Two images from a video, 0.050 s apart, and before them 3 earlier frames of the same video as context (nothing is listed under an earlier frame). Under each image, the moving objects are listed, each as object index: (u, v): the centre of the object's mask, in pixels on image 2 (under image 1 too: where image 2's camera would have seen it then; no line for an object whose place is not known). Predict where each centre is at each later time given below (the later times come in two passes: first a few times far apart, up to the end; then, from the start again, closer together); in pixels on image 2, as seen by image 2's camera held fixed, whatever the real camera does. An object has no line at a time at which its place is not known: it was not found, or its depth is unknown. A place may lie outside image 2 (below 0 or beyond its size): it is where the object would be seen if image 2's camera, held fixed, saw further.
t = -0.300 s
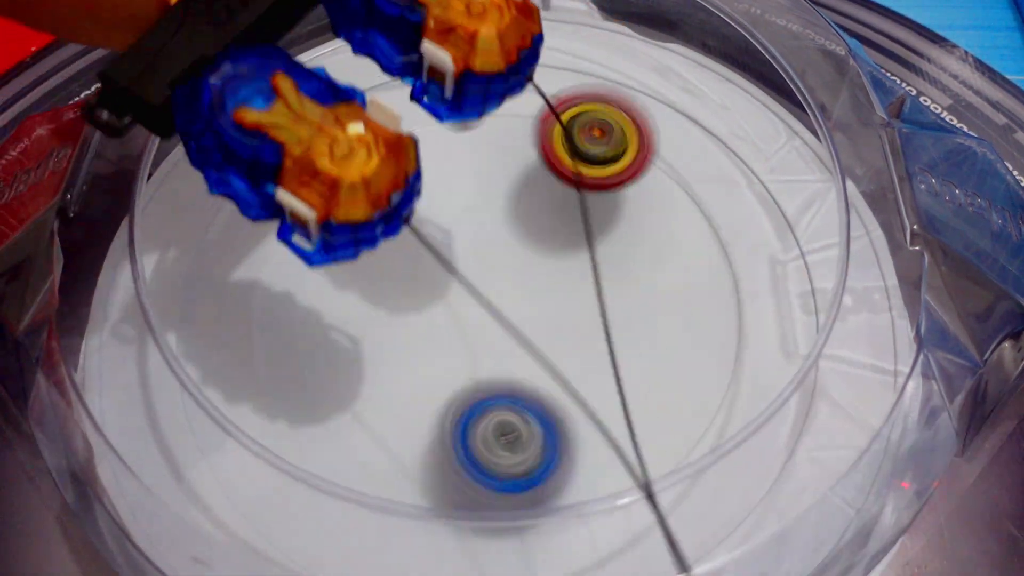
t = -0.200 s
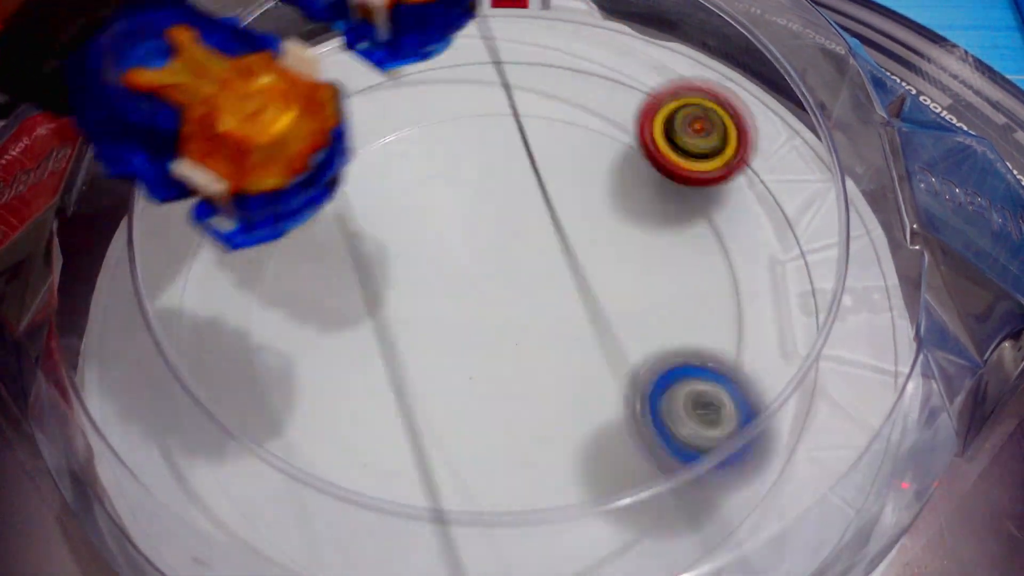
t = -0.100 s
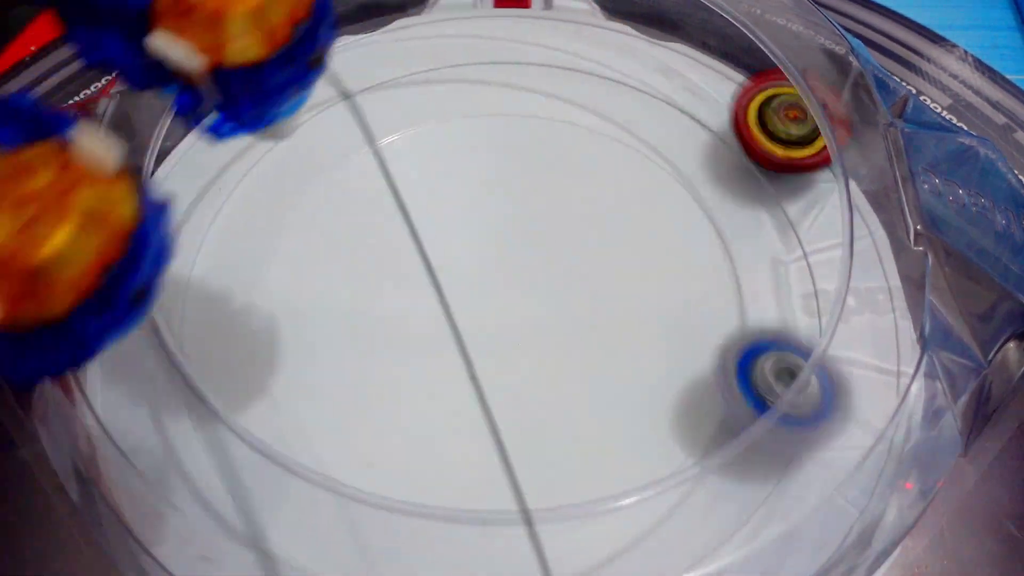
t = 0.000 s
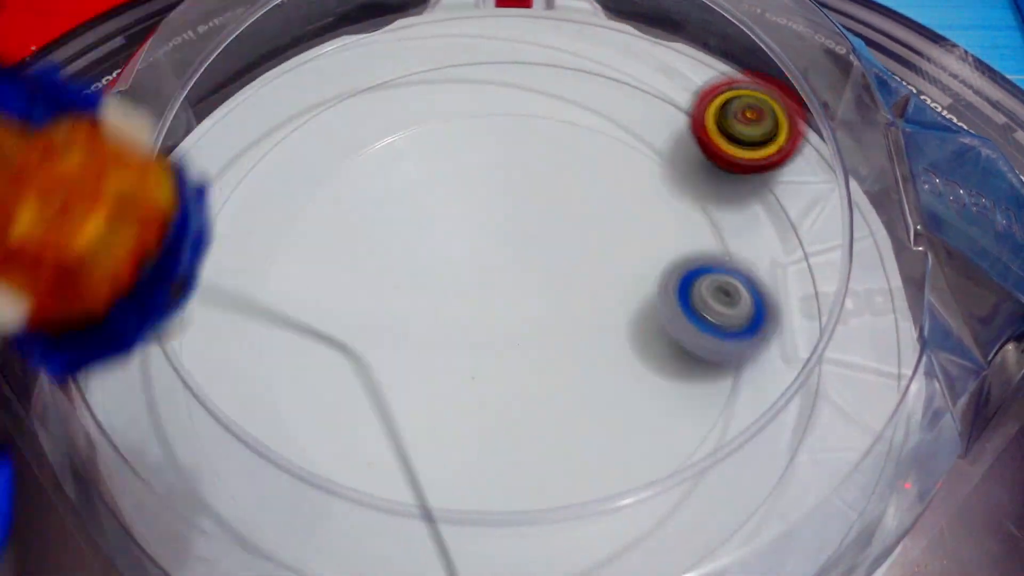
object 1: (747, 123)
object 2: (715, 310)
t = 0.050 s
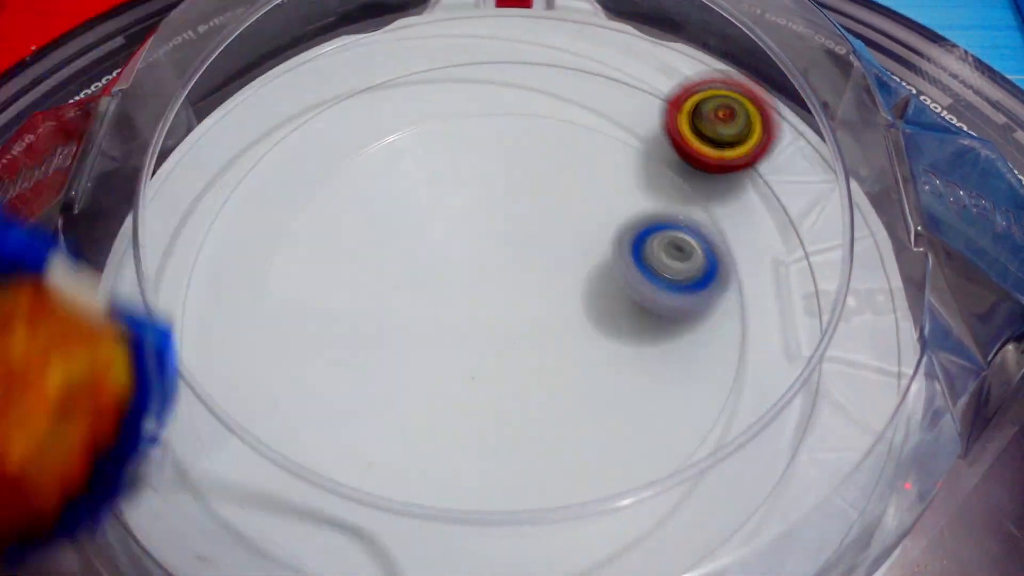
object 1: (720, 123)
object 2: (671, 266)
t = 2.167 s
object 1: (538, 557)
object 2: (318, 334)
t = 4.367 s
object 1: (260, 408)
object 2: (535, 407)
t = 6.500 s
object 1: (502, 201)
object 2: (361, 527)
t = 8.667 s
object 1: (367, 535)
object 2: (849, 202)
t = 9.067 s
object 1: (333, 514)
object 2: (767, 244)
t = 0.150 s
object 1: (671, 118)
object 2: (559, 217)
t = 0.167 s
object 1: (664, 116)
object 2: (540, 211)
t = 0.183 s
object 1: (657, 114)
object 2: (520, 206)
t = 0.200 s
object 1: (650, 110)
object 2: (502, 202)
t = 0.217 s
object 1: (643, 107)
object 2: (484, 196)
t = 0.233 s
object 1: (638, 104)
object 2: (466, 194)
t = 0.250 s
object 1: (633, 99)
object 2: (448, 193)
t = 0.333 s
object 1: (610, 75)
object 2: (376, 199)
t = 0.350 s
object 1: (606, 69)
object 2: (366, 201)
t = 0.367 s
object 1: (602, 64)
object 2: (358, 205)
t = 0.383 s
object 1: (598, 57)
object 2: (351, 210)
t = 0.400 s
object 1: (595, 52)
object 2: (346, 216)
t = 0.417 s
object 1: (591, 46)
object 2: (343, 221)
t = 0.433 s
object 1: (584, 45)
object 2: (341, 230)
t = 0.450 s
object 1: (579, 42)
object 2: (342, 236)
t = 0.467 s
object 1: (571, 44)
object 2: (343, 244)
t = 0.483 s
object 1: (563, 45)
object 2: (347, 250)
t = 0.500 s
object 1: (554, 47)
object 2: (352, 258)
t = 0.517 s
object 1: (546, 50)
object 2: (360, 265)
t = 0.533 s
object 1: (539, 50)
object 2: (368, 272)
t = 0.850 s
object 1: (407, 140)
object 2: (632, 352)
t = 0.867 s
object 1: (401, 156)
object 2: (638, 355)
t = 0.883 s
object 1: (393, 173)
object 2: (642, 359)
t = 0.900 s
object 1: (388, 192)
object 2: (644, 362)
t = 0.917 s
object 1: (382, 211)
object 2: (645, 366)
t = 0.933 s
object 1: (377, 235)
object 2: (646, 370)
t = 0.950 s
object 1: (374, 258)
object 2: (644, 375)
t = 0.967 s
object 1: (372, 282)
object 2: (641, 378)
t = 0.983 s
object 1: (373, 308)
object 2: (635, 382)
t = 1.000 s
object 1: (375, 333)
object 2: (628, 385)
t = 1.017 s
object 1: (381, 359)
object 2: (621, 388)
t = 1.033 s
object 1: (389, 383)
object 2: (614, 391)
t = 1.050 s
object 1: (399, 408)
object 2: (605, 394)
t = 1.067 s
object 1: (411, 432)
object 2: (594, 396)
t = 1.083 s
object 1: (428, 448)
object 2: (584, 395)
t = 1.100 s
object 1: (444, 476)
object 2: (570, 400)
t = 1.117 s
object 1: (462, 495)
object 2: (560, 400)
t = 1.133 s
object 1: (483, 509)
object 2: (550, 399)
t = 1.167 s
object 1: (528, 524)
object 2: (518, 400)
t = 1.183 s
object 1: (549, 532)
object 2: (506, 400)
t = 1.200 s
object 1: (580, 547)
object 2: (491, 399)
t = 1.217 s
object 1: (603, 546)
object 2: (477, 397)
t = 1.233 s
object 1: (629, 545)
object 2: (464, 393)
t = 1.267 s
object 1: (674, 540)
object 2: (438, 382)
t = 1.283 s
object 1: (698, 539)
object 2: (424, 374)
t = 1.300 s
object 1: (724, 537)
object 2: (414, 364)
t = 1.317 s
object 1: (748, 535)
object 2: (406, 355)
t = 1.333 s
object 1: (764, 528)
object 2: (397, 344)
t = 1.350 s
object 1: (781, 516)
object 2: (393, 330)
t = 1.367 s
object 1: (794, 501)
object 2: (391, 318)
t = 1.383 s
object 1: (806, 479)
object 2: (390, 306)
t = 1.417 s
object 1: (833, 437)
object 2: (396, 278)
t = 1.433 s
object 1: (845, 417)
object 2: (400, 266)
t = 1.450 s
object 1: (854, 395)
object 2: (407, 254)
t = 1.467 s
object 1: (854, 369)
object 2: (416, 242)
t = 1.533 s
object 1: (877, 284)
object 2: (461, 206)
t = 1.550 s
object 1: (880, 265)
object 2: (474, 198)
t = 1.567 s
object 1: (878, 248)
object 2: (489, 193)
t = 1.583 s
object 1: (874, 226)
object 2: (504, 189)
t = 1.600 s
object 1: (865, 210)
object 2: (519, 186)
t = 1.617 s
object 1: (862, 193)
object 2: (535, 184)
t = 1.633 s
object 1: (856, 188)
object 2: (550, 184)
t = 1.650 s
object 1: (841, 195)
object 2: (567, 184)
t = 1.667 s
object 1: (824, 201)
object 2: (582, 185)
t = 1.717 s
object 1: (759, 230)
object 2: (626, 200)
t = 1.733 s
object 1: (740, 240)
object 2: (636, 204)
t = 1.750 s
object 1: (753, 259)
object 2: (626, 207)
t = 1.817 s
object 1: (828, 376)
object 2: (541, 212)
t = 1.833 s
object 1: (840, 396)
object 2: (522, 212)
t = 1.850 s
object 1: (856, 419)
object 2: (500, 217)
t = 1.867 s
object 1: (848, 436)
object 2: (479, 221)
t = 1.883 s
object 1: (829, 454)
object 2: (457, 227)
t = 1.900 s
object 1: (811, 476)
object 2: (438, 232)
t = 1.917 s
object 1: (794, 495)
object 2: (420, 237)
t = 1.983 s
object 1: (733, 536)
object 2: (358, 264)
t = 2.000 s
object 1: (721, 541)
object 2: (346, 270)
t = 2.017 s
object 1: (698, 544)
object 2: (334, 278)
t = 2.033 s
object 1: (676, 546)
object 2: (326, 286)
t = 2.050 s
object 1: (659, 546)
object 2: (319, 294)
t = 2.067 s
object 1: (638, 548)
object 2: (314, 300)
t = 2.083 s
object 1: (619, 549)
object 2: (310, 308)
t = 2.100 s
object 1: (601, 551)
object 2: (309, 313)
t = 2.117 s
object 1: (585, 553)
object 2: (308, 319)
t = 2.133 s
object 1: (568, 555)
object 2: (311, 324)
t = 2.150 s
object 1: (551, 556)
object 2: (313, 328)
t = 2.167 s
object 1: (538, 557)
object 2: (318, 334)
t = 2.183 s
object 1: (523, 560)
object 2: (324, 339)
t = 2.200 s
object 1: (508, 563)
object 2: (332, 341)
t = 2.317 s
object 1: (434, 558)
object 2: (414, 339)
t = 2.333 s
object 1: (425, 557)
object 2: (429, 336)
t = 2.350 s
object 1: (417, 556)
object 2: (443, 331)
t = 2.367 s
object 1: (410, 557)
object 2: (457, 324)
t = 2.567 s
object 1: (331, 552)
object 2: (589, 268)
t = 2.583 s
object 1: (325, 551)
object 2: (597, 267)
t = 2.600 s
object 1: (321, 551)
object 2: (601, 271)
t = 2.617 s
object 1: (320, 550)
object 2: (606, 273)
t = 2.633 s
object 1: (317, 548)
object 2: (609, 277)
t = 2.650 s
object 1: (315, 547)
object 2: (612, 283)
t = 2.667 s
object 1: (312, 545)
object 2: (615, 287)
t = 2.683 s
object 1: (310, 543)
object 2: (616, 295)
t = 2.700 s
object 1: (310, 543)
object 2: (615, 303)
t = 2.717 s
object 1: (307, 541)
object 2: (612, 312)
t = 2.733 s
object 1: (304, 539)
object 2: (610, 321)
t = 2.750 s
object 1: (304, 538)
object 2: (602, 335)
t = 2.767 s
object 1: (302, 536)
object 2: (597, 345)
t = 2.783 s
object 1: (301, 536)
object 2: (593, 352)
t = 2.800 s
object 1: (300, 532)
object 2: (581, 363)
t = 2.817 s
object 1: (300, 530)
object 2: (570, 374)
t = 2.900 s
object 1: (322, 516)
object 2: (490, 401)
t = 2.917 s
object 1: (330, 512)
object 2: (474, 402)
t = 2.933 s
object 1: (337, 507)
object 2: (456, 398)
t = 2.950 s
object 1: (343, 501)
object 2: (438, 394)
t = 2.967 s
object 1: (348, 493)
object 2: (425, 385)
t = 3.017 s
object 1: (365, 470)
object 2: (380, 354)
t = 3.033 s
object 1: (373, 464)
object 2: (371, 344)
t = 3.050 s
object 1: (386, 447)
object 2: (361, 334)
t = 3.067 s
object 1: (394, 442)
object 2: (355, 321)
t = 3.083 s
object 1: (403, 436)
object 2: (350, 308)
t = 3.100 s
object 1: (416, 427)
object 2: (347, 294)
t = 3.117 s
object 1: (431, 416)
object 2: (345, 278)
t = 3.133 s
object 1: (445, 405)
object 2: (346, 263)
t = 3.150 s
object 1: (461, 394)
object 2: (349, 248)
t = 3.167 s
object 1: (476, 383)
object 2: (353, 234)
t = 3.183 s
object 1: (493, 369)
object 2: (358, 223)
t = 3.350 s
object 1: (602, 197)
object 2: (485, 121)
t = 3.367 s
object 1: (603, 181)
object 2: (501, 118)
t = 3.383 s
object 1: (612, 170)
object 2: (512, 113)
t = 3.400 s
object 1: (634, 167)
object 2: (513, 101)
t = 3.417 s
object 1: (655, 164)
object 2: (515, 91)
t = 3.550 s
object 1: (772, 155)
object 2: (533, 42)
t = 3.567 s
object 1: (777, 153)
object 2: (536, 41)
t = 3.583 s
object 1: (781, 155)
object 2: (539, 42)
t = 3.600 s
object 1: (784, 157)
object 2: (541, 47)
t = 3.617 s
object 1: (792, 155)
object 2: (544, 51)
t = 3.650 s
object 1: (791, 155)
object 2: (552, 58)
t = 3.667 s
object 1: (806, 154)
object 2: (555, 62)
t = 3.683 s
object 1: (808, 153)
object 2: (558, 65)
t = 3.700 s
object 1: (792, 157)
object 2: (561, 68)
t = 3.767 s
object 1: (775, 165)
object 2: (570, 78)
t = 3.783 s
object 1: (767, 170)
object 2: (572, 81)
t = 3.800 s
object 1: (760, 169)
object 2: (574, 82)
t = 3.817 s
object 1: (752, 172)
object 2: (575, 85)
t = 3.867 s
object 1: (727, 179)
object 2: (578, 90)
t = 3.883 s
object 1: (718, 179)
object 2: (579, 91)
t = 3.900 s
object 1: (708, 183)
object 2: (580, 92)
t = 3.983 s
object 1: (638, 205)
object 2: (586, 100)
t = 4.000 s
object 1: (618, 209)
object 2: (588, 102)
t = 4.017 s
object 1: (598, 214)
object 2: (590, 106)
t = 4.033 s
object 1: (577, 217)
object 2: (591, 114)
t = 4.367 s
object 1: (260, 408)
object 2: (535, 407)
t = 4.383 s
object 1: (258, 424)
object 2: (517, 418)
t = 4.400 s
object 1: (257, 441)
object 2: (497, 425)
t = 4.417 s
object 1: (255, 461)
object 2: (477, 431)
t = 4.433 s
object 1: (254, 482)
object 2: (456, 435)
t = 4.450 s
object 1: (254, 502)
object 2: (436, 437)
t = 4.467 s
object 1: (263, 512)
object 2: (417, 436)
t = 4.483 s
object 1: (273, 520)
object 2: (398, 434)
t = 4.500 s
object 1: (283, 530)
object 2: (380, 429)
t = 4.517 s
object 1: (295, 535)
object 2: (363, 423)
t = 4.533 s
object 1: (308, 543)
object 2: (346, 416)
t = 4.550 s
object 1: (320, 549)
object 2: (331, 408)
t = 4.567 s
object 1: (331, 554)
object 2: (316, 398)
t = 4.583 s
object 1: (352, 553)
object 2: (303, 388)
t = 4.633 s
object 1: (418, 549)
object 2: (271, 350)
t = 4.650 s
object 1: (441, 549)
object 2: (264, 336)
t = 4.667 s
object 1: (464, 541)
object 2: (259, 321)
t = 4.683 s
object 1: (486, 537)
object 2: (255, 307)
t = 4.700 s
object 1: (507, 533)
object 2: (255, 290)
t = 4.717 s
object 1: (527, 529)
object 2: (260, 275)
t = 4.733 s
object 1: (546, 524)
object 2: (266, 258)
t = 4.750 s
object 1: (566, 520)
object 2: (273, 242)
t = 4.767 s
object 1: (587, 517)
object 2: (280, 226)
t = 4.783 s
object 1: (602, 498)
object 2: (288, 213)
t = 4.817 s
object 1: (638, 471)
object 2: (308, 185)
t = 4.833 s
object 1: (655, 455)
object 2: (319, 173)
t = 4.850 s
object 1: (661, 428)
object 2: (332, 162)
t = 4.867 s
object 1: (676, 415)
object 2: (345, 151)
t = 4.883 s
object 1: (689, 398)
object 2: (360, 142)
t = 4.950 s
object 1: (720, 312)
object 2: (427, 118)
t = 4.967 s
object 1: (723, 288)
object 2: (446, 115)
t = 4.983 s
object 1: (722, 265)
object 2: (464, 115)
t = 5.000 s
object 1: (721, 241)
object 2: (483, 116)
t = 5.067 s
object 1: (692, 156)
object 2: (557, 136)
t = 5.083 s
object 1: (681, 137)
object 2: (572, 145)
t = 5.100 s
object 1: (689, 120)
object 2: (573, 156)
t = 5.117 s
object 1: (697, 105)
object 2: (570, 168)
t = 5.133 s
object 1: (704, 92)
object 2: (568, 181)
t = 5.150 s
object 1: (705, 74)
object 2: (566, 196)
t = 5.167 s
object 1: (704, 61)
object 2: (563, 211)
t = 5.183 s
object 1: (700, 52)
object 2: (561, 228)
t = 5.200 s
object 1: (696, 47)
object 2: (559, 245)
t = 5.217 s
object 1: (692, 44)
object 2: (556, 264)
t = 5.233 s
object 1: (685, 46)
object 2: (555, 282)
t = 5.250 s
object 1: (677, 45)
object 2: (552, 300)
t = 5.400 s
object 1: (586, 56)
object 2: (470, 415)
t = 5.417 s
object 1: (574, 59)
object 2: (457, 420)
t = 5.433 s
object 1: (564, 62)
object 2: (443, 425)
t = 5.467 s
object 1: (542, 70)
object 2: (415, 428)
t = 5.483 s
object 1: (530, 74)
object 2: (401, 428)
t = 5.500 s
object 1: (520, 79)
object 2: (387, 426)
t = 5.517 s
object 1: (508, 84)
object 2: (373, 422)
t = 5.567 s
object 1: (470, 112)
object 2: (338, 405)
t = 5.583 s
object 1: (456, 122)
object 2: (327, 398)
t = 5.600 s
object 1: (441, 135)
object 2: (317, 389)
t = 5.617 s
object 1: (426, 149)
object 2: (308, 380)
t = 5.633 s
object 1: (410, 165)
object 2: (300, 369)
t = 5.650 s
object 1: (396, 182)
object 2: (294, 358)
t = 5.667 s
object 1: (382, 201)
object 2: (289, 346)
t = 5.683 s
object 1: (368, 219)
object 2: (286, 332)
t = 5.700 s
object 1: (365, 232)
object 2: (276, 332)
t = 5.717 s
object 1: (369, 229)
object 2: (263, 329)
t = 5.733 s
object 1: (376, 231)
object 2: (248, 329)
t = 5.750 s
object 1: (384, 236)
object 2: (241, 333)
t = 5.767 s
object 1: (392, 239)
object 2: (233, 337)
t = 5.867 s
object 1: (469, 282)
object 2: (187, 366)
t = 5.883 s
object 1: (486, 289)
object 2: (179, 373)
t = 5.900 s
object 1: (503, 294)
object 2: (180, 376)
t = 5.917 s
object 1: (520, 297)
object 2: (183, 379)
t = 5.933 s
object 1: (537, 301)
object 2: (193, 376)
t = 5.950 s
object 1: (554, 303)
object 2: (197, 378)
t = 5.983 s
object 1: (586, 304)
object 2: (209, 379)
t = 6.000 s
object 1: (600, 303)
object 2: (215, 380)
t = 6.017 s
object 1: (612, 302)
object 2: (220, 381)
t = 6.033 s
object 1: (623, 300)
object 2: (226, 384)
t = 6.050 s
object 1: (633, 297)
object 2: (230, 389)
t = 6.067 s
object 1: (641, 296)
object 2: (235, 395)
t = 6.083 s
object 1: (648, 293)
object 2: (238, 400)
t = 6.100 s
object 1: (654, 291)
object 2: (241, 404)
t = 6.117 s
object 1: (660, 287)
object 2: (246, 409)
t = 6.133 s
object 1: (664, 284)
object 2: (250, 416)
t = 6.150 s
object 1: (667, 279)
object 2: (253, 425)
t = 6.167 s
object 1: (668, 274)
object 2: (257, 432)
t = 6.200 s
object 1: (667, 264)
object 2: (263, 448)
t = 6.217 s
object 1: (664, 259)
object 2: (266, 458)
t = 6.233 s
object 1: (660, 255)
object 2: (270, 467)
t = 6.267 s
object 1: (650, 246)
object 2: (274, 488)
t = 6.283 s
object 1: (644, 242)
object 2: (274, 499)
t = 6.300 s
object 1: (638, 237)
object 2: (277, 507)
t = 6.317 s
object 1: (631, 233)
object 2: (281, 515)
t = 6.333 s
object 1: (622, 228)
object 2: (284, 520)
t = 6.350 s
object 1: (611, 224)
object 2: (288, 524)
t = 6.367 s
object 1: (601, 220)
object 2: (296, 525)
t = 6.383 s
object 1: (590, 217)
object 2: (305, 526)
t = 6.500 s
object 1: (502, 201)
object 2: (361, 527)
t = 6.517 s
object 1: (488, 203)
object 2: (367, 528)
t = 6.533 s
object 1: (474, 209)
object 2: (375, 530)
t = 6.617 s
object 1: (419, 250)
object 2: (407, 541)
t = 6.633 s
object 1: (411, 262)
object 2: (413, 545)
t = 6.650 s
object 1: (404, 275)
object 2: (419, 549)
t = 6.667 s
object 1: (400, 289)
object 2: (424, 550)
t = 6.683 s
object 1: (397, 303)
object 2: (430, 551)
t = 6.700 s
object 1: (396, 318)
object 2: (434, 552)
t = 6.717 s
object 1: (398, 332)
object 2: (437, 552)
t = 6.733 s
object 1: (401, 346)
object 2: (440, 551)
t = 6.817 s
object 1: (444, 406)
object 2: (456, 543)
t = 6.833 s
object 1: (458, 417)
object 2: (460, 544)
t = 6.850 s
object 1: (474, 424)
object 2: (463, 543)
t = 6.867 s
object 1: (494, 419)
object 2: (463, 546)
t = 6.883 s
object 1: (514, 406)
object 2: (466, 553)
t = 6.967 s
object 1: (609, 332)
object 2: (466, 555)
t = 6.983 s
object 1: (622, 313)
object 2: (465, 556)
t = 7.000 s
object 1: (635, 296)
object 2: (466, 555)
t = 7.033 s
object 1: (654, 259)
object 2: (464, 555)
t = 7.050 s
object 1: (662, 240)
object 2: (463, 554)
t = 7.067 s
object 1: (664, 221)
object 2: (461, 552)
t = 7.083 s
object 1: (668, 203)
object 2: (460, 551)
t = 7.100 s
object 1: (668, 187)
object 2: (457, 548)
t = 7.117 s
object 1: (666, 171)
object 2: (457, 543)
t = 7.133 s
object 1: (663, 155)
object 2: (458, 541)
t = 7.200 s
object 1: (632, 104)
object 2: (459, 531)
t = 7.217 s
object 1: (623, 94)
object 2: (460, 529)
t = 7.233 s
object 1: (614, 85)
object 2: (463, 527)
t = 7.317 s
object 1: (584, 51)
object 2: (480, 521)
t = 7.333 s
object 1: (580, 47)
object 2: (486, 521)
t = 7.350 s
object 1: (574, 42)
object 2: (492, 520)
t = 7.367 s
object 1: (569, 41)
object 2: (498, 520)
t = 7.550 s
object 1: (493, 77)
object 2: (593, 530)
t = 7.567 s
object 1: (486, 81)
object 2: (604, 531)
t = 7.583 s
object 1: (481, 88)
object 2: (614, 533)
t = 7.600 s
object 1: (474, 97)
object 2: (624, 536)
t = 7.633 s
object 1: (460, 118)
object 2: (647, 540)
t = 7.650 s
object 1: (451, 130)
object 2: (654, 541)
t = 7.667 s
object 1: (443, 144)
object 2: (658, 541)
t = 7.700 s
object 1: (425, 175)
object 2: (658, 536)
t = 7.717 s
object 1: (415, 193)
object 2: (658, 531)
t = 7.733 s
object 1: (405, 213)
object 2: (657, 528)
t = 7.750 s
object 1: (397, 234)
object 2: (659, 524)
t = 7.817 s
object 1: (387, 323)
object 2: (666, 514)
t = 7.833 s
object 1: (391, 345)
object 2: (666, 512)
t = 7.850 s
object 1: (397, 367)
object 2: (671, 510)
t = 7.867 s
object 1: (405, 387)
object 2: (675, 508)
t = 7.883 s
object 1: (414, 407)
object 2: (679, 506)
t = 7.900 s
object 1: (425, 426)
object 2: (683, 505)
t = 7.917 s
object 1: (440, 442)
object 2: (686, 503)
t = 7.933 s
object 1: (458, 453)
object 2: (691, 501)
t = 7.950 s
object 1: (475, 461)
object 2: (698, 500)
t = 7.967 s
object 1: (492, 467)
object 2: (702, 499)
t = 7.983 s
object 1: (511, 494)
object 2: (708, 497)
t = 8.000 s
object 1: (533, 501)
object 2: (714, 497)
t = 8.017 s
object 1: (554, 503)
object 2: (719, 496)
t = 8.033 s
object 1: (576, 504)
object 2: (728, 498)
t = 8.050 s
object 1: (583, 507)
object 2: (739, 496)
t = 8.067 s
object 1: (582, 514)
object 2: (760, 488)
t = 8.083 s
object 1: (579, 519)
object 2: (776, 475)
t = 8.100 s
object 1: (574, 524)
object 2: (789, 461)
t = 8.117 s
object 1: (570, 529)
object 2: (801, 452)
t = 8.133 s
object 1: (564, 535)
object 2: (811, 441)
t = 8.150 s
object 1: (561, 548)
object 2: (826, 433)
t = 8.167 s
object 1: (555, 549)
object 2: (833, 425)
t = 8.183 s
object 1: (547, 550)
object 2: (839, 416)
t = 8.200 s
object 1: (541, 551)
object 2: (837, 405)
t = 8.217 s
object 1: (536, 551)
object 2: (837, 392)
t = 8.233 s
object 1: (529, 550)
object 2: (837, 384)
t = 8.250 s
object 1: (521, 550)
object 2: (841, 373)
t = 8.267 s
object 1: (515, 550)
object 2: (841, 365)
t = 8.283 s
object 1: (510, 550)
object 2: (847, 355)
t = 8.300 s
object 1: (503, 542)
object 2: (845, 349)
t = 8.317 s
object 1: (496, 538)
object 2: (851, 342)
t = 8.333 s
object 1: (489, 540)
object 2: (852, 335)
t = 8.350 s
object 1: (483, 536)
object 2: (865, 316)
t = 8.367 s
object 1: (477, 535)
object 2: (870, 311)
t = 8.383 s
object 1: (469, 536)
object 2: (864, 309)
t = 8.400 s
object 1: (461, 536)
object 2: (876, 294)
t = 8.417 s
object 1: (456, 536)
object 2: (878, 285)
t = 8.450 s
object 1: (438, 537)
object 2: (880, 274)
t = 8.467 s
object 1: (430, 539)
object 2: (880, 268)
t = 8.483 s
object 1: (423, 541)
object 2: (875, 262)
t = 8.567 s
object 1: (395, 537)
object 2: (861, 235)
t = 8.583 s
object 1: (390, 536)
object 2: (858, 231)
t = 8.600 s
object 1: (386, 536)
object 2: (853, 224)
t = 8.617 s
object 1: (381, 535)
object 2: (852, 218)
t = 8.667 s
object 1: (367, 535)
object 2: (849, 202)
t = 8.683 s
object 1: (366, 534)
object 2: (848, 197)
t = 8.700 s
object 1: (363, 532)
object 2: (847, 197)
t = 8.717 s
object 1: (361, 532)
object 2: (841, 202)
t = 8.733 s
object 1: (360, 530)
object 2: (837, 204)
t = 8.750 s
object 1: (356, 529)
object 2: (837, 203)
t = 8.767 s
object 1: (353, 529)
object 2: (828, 209)
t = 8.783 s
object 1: (351, 529)
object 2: (822, 210)
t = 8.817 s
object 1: (343, 529)
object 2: (817, 211)
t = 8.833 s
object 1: (340, 530)
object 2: (814, 212)
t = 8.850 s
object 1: (340, 529)
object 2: (804, 212)
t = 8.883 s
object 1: (339, 528)
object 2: (802, 213)
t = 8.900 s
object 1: (341, 527)
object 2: (800, 213)
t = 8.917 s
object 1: (342, 526)
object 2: (807, 216)
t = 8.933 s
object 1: (340, 525)
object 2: (797, 214)
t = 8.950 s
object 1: (338, 524)
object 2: (797, 219)
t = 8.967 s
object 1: (340, 522)
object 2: (793, 222)
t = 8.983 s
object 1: (339, 521)
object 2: (791, 229)
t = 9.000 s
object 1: (336, 520)
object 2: (789, 230)
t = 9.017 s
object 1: (337, 519)
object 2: (782, 237)
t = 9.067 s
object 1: (333, 514)
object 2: (767, 244)
